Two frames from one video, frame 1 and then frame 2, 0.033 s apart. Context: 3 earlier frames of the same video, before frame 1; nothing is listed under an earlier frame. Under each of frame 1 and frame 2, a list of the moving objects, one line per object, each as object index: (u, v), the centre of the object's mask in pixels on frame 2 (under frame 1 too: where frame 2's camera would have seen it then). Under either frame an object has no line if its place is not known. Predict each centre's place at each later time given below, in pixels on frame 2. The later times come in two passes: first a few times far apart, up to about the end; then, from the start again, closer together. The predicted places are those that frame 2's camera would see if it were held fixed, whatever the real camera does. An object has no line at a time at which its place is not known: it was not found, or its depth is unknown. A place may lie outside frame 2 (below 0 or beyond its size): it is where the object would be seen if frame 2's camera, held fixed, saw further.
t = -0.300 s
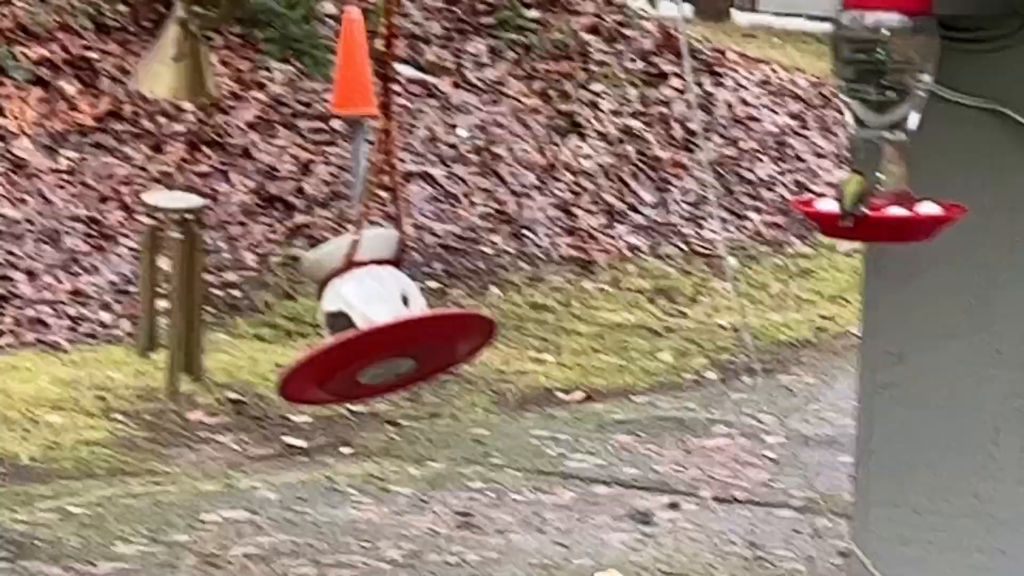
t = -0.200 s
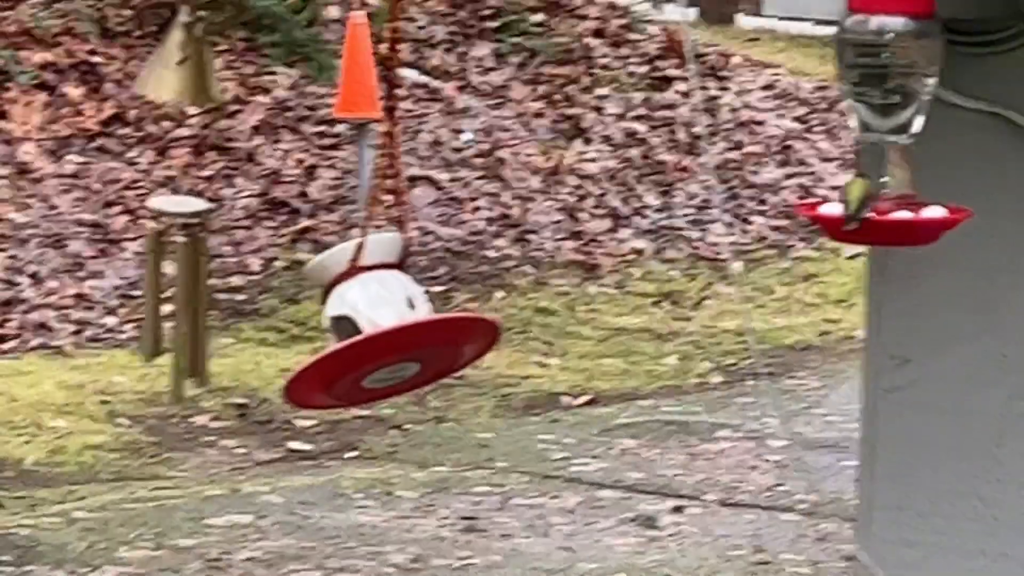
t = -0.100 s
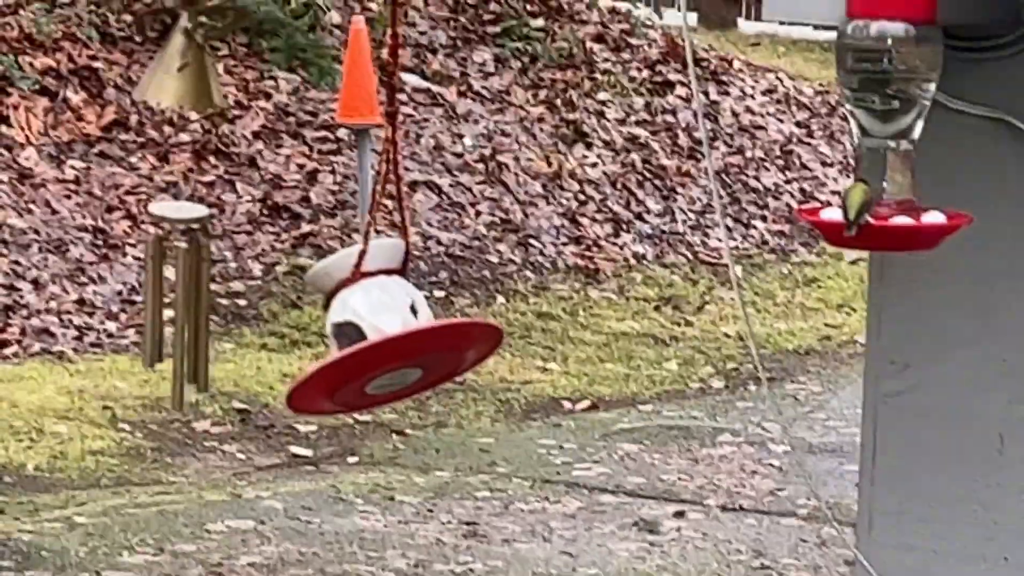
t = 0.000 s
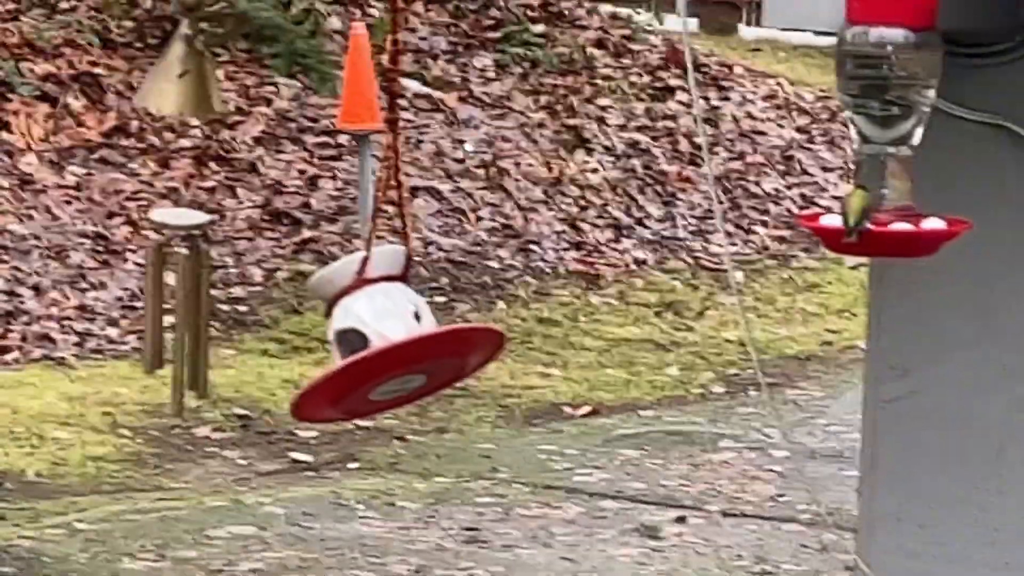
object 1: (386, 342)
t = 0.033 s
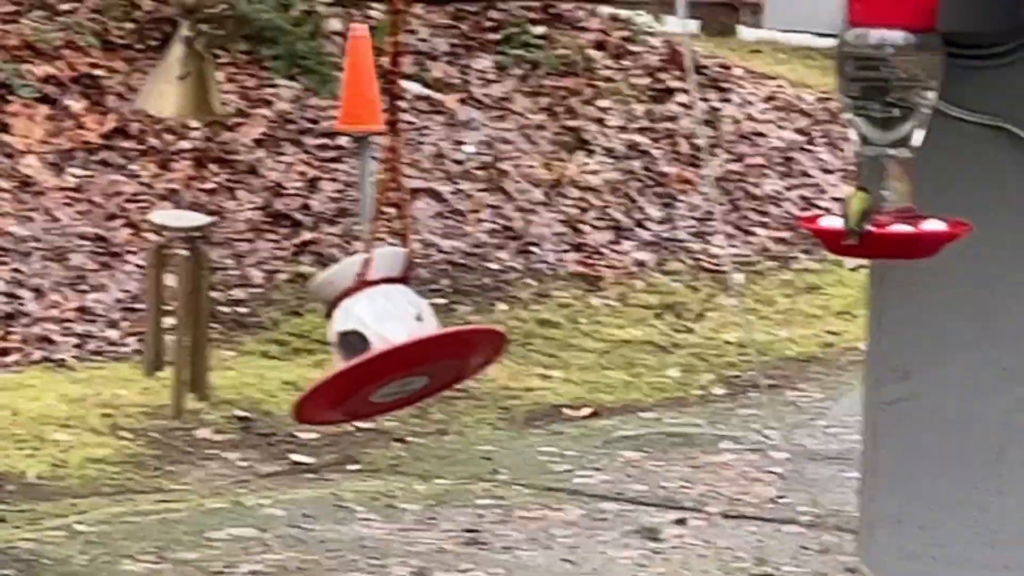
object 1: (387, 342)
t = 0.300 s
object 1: (392, 341)
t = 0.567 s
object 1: (388, 340)
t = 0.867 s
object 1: (383, 340)
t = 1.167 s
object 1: (389, 339)
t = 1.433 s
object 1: (394, 340)
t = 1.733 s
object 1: (389, 340)
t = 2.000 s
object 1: (386, 341)
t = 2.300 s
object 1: (391, 341)
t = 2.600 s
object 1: (393, 338)
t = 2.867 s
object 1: (386, 337)
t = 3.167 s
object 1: (386, 336)
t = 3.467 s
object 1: (394, 335)
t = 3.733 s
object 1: (395, 334)
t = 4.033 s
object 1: (385, 333)
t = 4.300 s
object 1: (382, 332)
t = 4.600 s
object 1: (388, 331)
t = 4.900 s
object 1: (386, 331)
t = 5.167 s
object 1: (377, 330)
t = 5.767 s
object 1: (386, 329)
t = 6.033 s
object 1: (381, 327)
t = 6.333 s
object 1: (369, 328)
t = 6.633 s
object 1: (368, 329)
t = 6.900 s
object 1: (357, 326)
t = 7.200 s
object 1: (346, 327)
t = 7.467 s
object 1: (348, 311)
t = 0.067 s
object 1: (388, 342)
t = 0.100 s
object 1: (388, 343)
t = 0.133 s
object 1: (389, 342)
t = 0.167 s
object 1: (390, 342)
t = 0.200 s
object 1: (391, 341)
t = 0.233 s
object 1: (391, 342)
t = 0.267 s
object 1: (392, 341)
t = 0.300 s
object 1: (392, 341)
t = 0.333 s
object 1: (392, 340)
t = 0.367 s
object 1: (392, 340)
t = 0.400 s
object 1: (391, 340)
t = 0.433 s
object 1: (391, 340)
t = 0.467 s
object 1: (391, 339)
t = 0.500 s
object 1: (389, 340)
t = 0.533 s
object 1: (389, 340)
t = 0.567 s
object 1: (388, 340)
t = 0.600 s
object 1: (387, 340)
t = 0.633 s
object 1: (387, 340)
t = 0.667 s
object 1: (385, 340)
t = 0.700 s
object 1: (385, 340)
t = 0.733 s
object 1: (384, 340)
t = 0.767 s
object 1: (384, 340)
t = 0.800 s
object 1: (383, 340)
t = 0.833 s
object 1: (383, 340)
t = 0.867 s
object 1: (383, 340)
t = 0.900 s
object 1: (383, 340)
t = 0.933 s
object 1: (383, 340)
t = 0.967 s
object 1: (384, 340)
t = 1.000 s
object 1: (384, 339)
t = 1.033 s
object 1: (385, 340)
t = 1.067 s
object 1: (385, 339)
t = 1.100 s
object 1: (386, 340)
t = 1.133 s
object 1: (387, 340)
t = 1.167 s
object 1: (389, 339)
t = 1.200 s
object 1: (389, 340)
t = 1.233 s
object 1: (390, 340)
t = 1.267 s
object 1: (391, 340)
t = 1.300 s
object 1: (392, 340)
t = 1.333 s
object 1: (393, 341)
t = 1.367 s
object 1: (393, 340)
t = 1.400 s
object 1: (393, 340)
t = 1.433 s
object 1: (394, 340)
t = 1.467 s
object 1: (394, 340)
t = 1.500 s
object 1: (394, 339)
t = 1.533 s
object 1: (393, 340)
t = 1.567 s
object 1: (393, 340)
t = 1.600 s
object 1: (392, 339)
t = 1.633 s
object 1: (391, 340)
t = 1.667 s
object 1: (391, 340)
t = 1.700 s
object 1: (390, 340)
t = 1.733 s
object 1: (389, 340)
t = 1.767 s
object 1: (389, 340)
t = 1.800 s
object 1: (388, 340)
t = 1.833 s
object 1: (387, 340)
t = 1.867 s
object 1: (387, 340)
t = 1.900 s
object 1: (386, 341)
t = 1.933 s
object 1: (386, 341)
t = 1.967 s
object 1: (386, 341)
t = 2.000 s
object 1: (386, 341)
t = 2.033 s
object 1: (386, 341)
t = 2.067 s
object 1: (386, 341)
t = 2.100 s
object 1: (387, 341)
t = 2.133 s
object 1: (387, 340)
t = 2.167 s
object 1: (388, 340)
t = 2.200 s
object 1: (388, 341)
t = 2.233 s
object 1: (390, 341)
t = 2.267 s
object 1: (390, 341)
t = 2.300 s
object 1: (391, 341)
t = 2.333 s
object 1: (392, 341)
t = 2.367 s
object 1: (392, 340)
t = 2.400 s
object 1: (393, 341)
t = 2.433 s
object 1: (393, 341)
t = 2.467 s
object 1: (393, 340)
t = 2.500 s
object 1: (393, 340)
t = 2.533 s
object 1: (393, 340)
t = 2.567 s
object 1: (393, 339)
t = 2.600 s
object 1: (393, 338)
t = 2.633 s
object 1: (392, 338)
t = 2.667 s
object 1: (392, 338)
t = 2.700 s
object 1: (391, 337)
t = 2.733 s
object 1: (390, 337)
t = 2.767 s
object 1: (390, 337)
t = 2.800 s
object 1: (388, 337)
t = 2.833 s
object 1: (388, 337)
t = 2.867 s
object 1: (386, 337)
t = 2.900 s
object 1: (386, 337)
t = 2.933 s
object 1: (386, 337)
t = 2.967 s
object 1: (386, 337)
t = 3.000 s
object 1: (385, 337)
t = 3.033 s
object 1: (385, 336)
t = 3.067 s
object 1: (384, 336)
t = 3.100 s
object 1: (384, 336)
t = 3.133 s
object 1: (385, 336)
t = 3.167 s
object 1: (386, 336)
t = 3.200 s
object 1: (386, 336)
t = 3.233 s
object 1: (387, 336)
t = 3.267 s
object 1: (388, 336)
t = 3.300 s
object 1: (389, 336)
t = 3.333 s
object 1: (390, 336)
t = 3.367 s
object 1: (391, 336)
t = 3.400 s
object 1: (392, 335)
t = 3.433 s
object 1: (393, 335)
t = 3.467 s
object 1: (394, 335)
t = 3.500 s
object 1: (395, 336)
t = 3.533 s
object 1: (395, 335)
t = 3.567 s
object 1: (395, 335)
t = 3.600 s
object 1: (395, 335)
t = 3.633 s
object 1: (395, 335)
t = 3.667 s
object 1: (396, 335)
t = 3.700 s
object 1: (395, 334)
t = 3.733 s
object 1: (395, 334)
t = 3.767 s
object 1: (394, 334)
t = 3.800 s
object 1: (393, 334)
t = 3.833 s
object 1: (391, 333)
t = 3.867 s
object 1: (391, 334)
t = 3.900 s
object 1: (390, 334)
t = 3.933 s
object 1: (389, 333)
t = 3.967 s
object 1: (388, 333)
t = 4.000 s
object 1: (386, 333)
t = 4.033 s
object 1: (385, 333)
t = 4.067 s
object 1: (384, 332)
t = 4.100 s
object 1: (383, 332)
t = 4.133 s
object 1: (383, 332)
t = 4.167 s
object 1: (382, 332)
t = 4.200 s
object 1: (382, 332)
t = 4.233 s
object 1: (382, 332)
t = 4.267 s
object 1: (382, 332)
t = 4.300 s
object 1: (382, 332)
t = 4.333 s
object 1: (383, 332)
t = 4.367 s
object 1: (383, 332)
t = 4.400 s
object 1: (384, 332)
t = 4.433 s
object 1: (385, 332)
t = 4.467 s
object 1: (385, 332)
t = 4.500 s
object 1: (386, 332)
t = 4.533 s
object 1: (387, 331)
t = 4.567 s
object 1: (388, 332)
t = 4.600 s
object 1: (388, 331)
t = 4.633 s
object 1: (388, 331)
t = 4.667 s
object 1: (388, 331)
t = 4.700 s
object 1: (389, 331)
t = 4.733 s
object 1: (389, 332)
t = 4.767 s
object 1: (389, 332)
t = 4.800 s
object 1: (388, 332)
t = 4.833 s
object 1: (388, 332)
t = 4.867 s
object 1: (387, 331)
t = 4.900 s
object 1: (386, 331)
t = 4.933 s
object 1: (385, 331)
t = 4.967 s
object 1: (383, 330)
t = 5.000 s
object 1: (382, 330)
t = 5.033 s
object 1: (380, 329)
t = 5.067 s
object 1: (379, 329)
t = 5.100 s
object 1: (379, 329)
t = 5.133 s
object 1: (378, 329)
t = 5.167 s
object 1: (377, 330)
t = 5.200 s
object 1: (377, 329)
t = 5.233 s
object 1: (376, 329)
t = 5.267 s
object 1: (376, 329)
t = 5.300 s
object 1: (376, 329)
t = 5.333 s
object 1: (376, 328)
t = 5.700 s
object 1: (384, 329)
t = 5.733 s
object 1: (386, 329)
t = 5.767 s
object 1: (386, 329)
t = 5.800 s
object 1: (386, 328)
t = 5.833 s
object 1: (384, 327)
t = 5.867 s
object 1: (384, 325)
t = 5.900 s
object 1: (380, 326)
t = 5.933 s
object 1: (380, 326)
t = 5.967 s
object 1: (383, 328)
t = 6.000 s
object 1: (382, 327)
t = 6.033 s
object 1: (381, 327)
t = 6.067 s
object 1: (380, 328)
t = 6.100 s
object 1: (377, 327)
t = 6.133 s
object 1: (377, 328)
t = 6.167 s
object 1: (375, 328)
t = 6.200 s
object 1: (374, 328)
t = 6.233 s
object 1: (373, 328)
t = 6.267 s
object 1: (371, 328)
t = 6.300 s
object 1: (370, 328)
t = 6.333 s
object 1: (369, 328)
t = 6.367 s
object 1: (368, 328)
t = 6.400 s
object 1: (369, 328)
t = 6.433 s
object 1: (368, 328)
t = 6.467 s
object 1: (368, 326)
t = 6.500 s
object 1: (368, 328)
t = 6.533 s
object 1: (369, 326)
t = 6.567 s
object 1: (368, 329)
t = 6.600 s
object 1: (367, 329)
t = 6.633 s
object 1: (368, 329)
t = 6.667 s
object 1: (365, 329)
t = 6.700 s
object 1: (366, 329)
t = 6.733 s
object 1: (365, 329)
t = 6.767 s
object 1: (363, 329)
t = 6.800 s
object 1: (361, 328)
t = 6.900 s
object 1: (357, 326)
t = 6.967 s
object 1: (357, 329)
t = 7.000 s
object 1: (355, 328)
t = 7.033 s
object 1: (353, 329)
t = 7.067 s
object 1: (351, 329)
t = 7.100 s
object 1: (349, 328)
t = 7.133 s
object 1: (348, 328)
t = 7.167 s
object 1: (348, 328)
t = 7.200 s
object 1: (346, 327)
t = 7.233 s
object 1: (344, 325)
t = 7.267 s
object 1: (344, 322)
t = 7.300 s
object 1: (343, 323)
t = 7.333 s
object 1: (343, 321)
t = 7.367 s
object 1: (345, 319)
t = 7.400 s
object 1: (346, 317)
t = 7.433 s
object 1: (347, 314)
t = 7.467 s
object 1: (348, 311)
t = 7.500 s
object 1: (350, 308)
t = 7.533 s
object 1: (352, 306)
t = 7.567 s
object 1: (353, 303)
